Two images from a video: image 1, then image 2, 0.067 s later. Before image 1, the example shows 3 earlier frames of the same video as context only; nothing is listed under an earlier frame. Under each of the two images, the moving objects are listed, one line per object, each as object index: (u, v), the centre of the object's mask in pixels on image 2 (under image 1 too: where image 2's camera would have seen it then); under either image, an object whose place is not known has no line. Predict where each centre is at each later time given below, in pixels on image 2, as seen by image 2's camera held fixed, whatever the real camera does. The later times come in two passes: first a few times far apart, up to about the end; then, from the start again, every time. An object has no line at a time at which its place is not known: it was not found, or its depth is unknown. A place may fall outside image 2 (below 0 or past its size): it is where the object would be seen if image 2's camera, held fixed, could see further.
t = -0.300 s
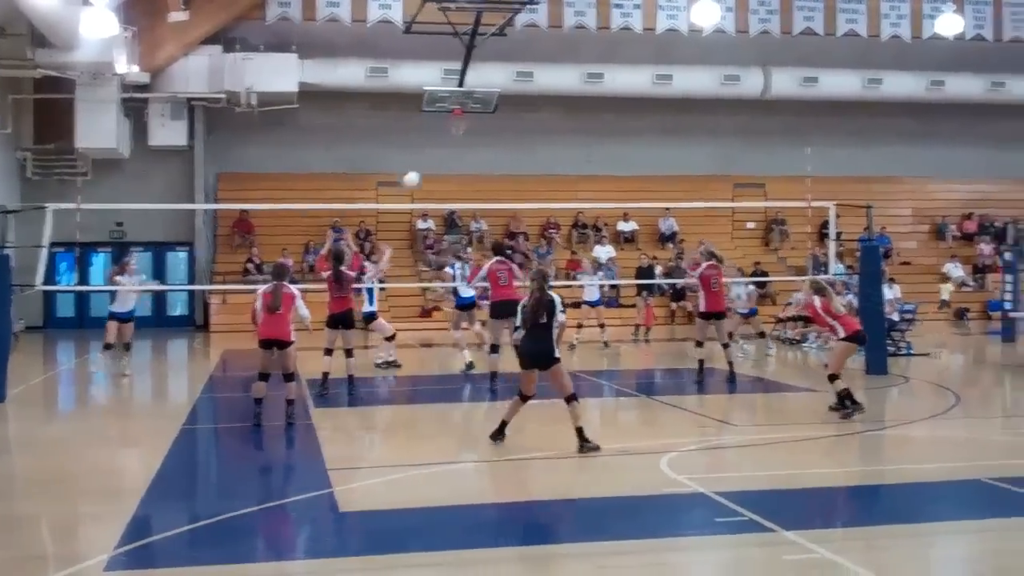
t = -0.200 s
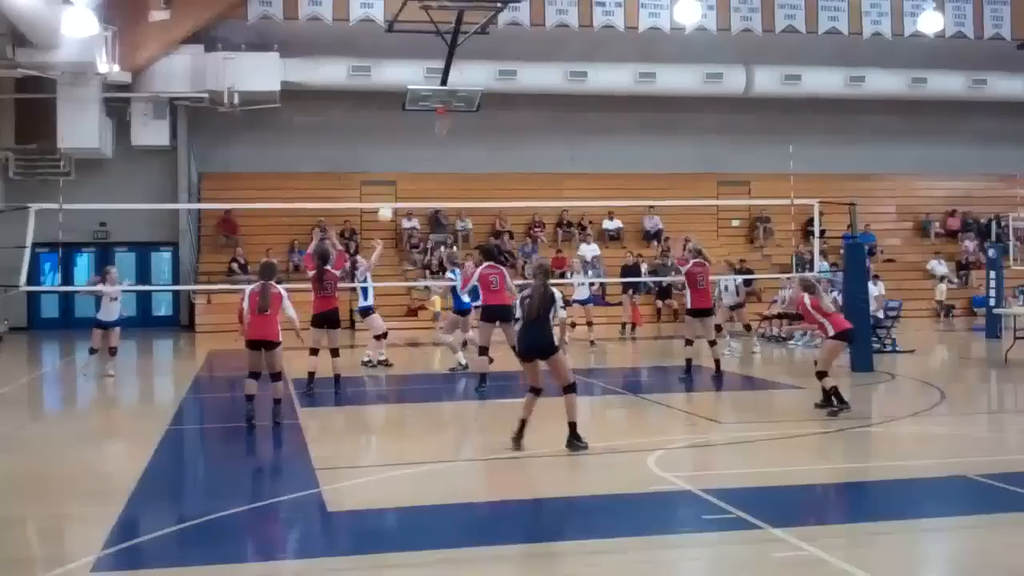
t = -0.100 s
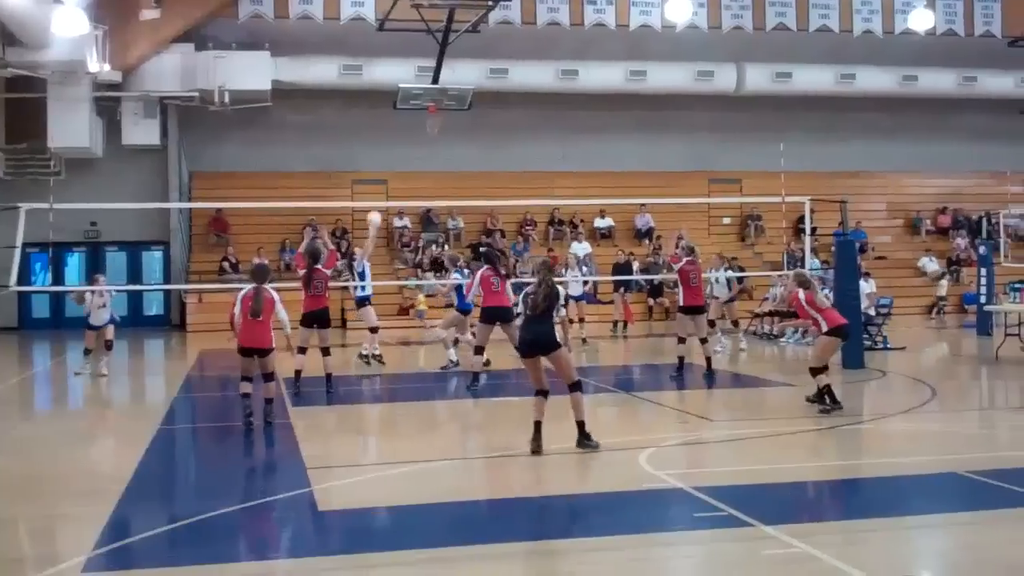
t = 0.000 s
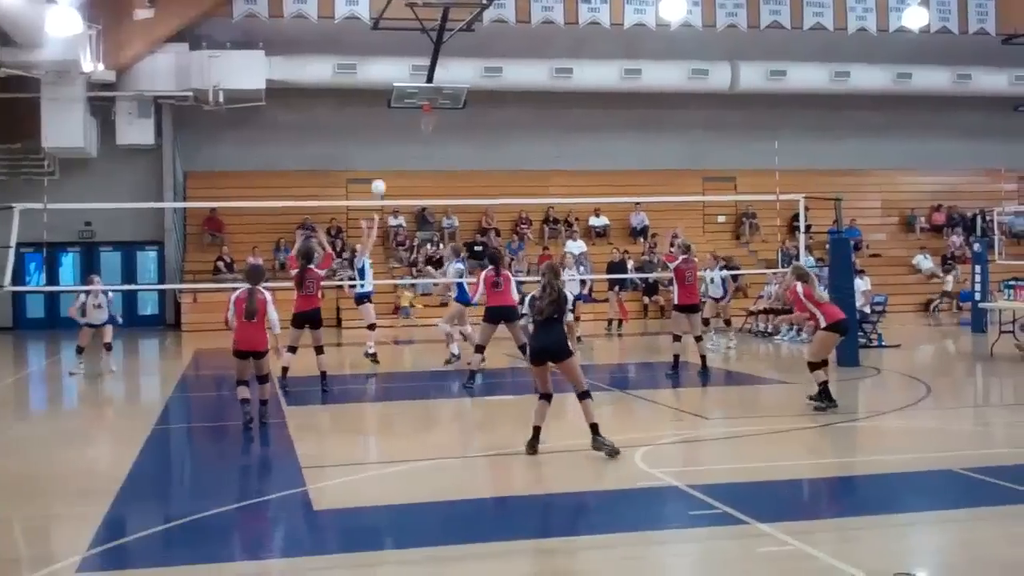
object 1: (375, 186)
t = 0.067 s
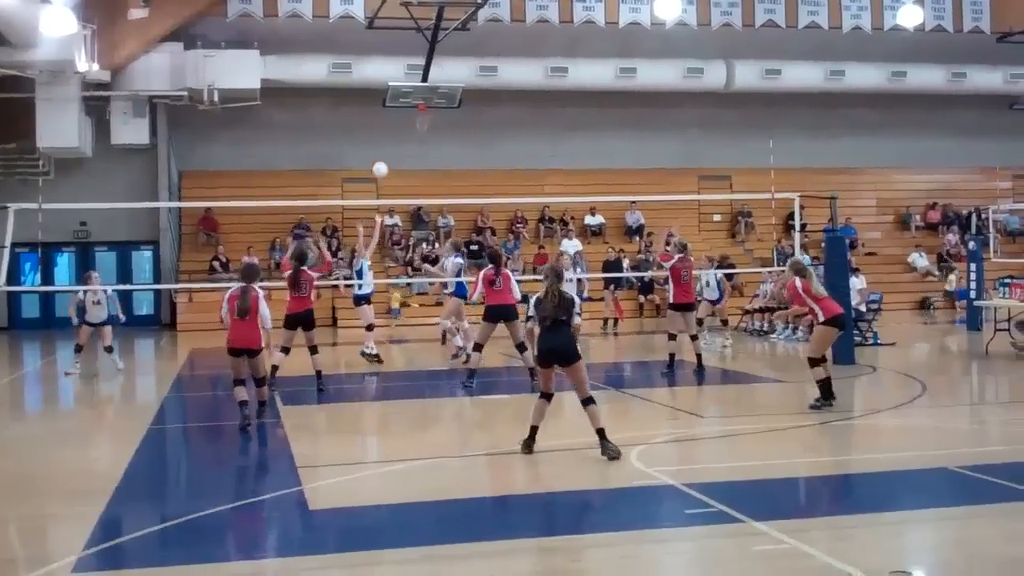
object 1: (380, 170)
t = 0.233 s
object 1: (392, 141)
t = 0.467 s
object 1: (416, 133)
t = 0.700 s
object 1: (438, 163)
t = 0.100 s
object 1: (383, 162)
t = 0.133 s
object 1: (385, 156)
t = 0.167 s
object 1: (387, 150)
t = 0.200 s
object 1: (390, 145)
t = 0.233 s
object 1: (392, 141)
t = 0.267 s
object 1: (396, 137)
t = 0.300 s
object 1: (399, 135)
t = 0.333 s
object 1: (402, 133)
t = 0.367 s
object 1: (406, 132)
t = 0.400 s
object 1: (409, 132)
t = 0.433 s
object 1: (412, 132)
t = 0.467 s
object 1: (416, 133)
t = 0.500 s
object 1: (419, 135)
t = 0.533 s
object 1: (422, 137)
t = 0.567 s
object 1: (426, 141)
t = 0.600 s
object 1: (429, 145)
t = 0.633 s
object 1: (432, 150)
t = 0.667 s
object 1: (435, 156)
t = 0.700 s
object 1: (438, 163)
